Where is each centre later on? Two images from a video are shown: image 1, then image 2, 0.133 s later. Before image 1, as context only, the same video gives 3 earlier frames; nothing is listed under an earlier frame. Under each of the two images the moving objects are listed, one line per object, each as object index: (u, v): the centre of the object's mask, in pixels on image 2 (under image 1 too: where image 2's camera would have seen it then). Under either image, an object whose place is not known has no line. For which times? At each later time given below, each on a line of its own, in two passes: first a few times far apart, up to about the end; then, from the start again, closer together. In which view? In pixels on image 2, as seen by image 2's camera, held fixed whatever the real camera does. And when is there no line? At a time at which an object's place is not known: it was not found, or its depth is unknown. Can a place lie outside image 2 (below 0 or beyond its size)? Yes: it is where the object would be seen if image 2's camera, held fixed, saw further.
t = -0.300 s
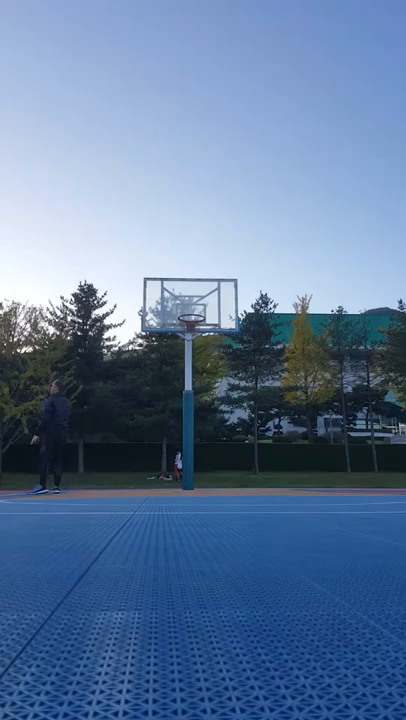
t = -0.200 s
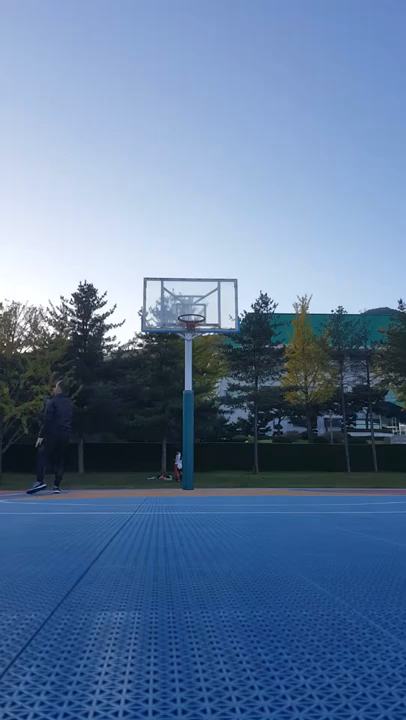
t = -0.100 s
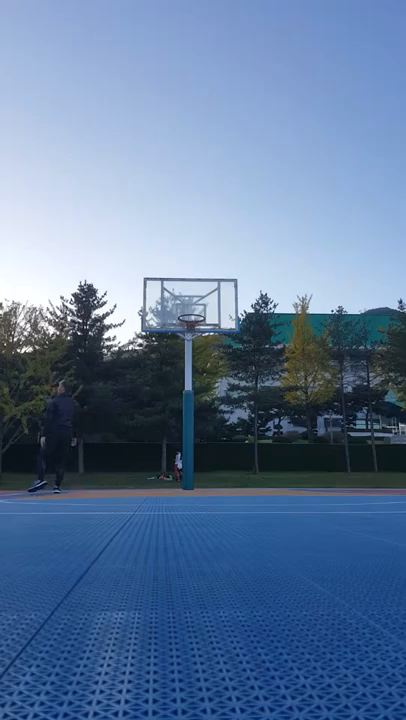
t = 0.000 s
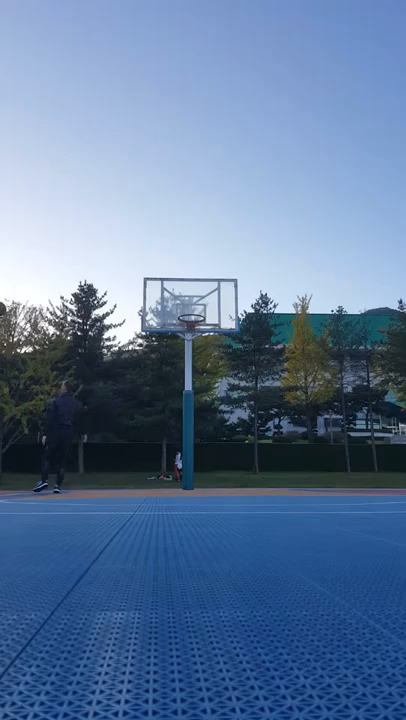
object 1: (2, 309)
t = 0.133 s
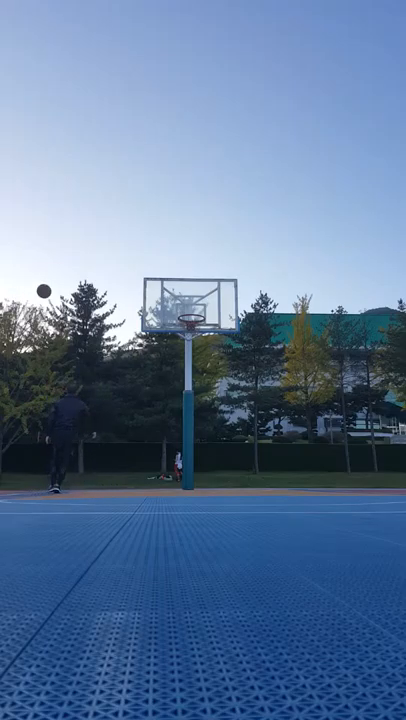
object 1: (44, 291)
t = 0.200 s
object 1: (64, 286)
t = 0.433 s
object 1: (129, 289)
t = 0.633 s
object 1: (169, 303)
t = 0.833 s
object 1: (193, 311)
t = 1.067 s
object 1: (207, 305)
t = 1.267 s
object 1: (218, 323)
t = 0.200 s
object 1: (64, 286)
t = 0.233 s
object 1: (74, 285)
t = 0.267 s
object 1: (84, 284)
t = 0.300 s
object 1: (93, 284)
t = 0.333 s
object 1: (103, 284)
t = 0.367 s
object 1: (112, 285)
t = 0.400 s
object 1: (121, 287)
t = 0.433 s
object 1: (129, 289)
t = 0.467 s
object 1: (137, 291)
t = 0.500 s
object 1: (146, 295)
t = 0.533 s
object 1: (154, 298)
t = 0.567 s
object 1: (160, 300)
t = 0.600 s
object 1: (165, 301)
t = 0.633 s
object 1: (169, 303)
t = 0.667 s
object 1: (173, 304)
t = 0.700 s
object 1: (178, 307)
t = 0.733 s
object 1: (182, 310)
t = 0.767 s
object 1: (186, 310)
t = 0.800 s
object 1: (190, 311)
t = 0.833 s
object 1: (193, 311)
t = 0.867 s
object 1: (196, 309)
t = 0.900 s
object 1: (198, 307)
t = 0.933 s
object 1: (200, 306)
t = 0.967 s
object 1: (201, 305)
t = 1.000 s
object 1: (203, 304)
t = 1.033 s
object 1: (205, 305)
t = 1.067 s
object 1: (207, 305)
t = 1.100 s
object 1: (209, 307)
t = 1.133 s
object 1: (210, 309)
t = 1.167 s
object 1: (213, 311)
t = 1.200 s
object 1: (214, 315)
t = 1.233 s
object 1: (216, 318)
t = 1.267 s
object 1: (218, 323)
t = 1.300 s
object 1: (220, 328)
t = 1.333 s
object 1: (221, 332)
